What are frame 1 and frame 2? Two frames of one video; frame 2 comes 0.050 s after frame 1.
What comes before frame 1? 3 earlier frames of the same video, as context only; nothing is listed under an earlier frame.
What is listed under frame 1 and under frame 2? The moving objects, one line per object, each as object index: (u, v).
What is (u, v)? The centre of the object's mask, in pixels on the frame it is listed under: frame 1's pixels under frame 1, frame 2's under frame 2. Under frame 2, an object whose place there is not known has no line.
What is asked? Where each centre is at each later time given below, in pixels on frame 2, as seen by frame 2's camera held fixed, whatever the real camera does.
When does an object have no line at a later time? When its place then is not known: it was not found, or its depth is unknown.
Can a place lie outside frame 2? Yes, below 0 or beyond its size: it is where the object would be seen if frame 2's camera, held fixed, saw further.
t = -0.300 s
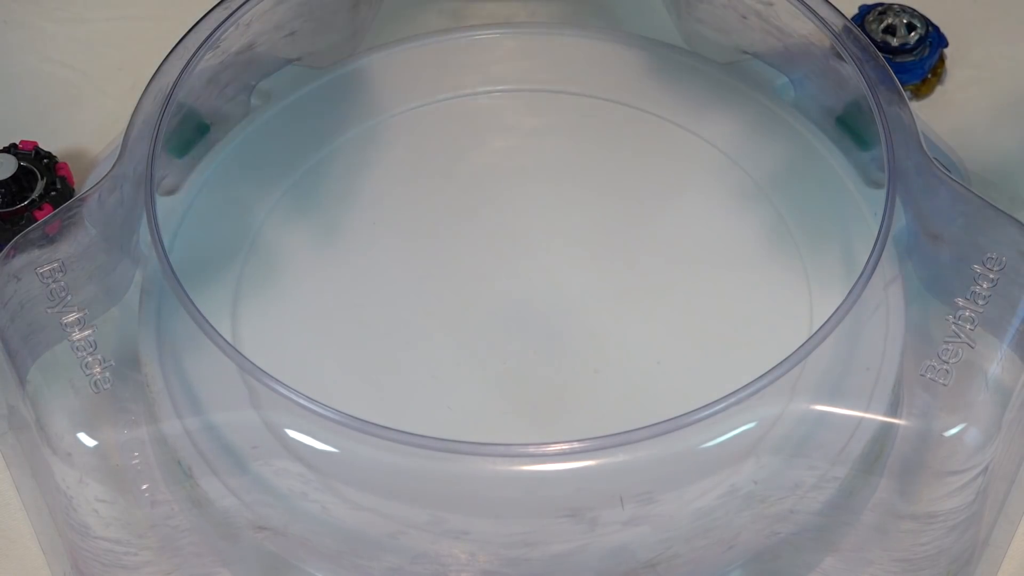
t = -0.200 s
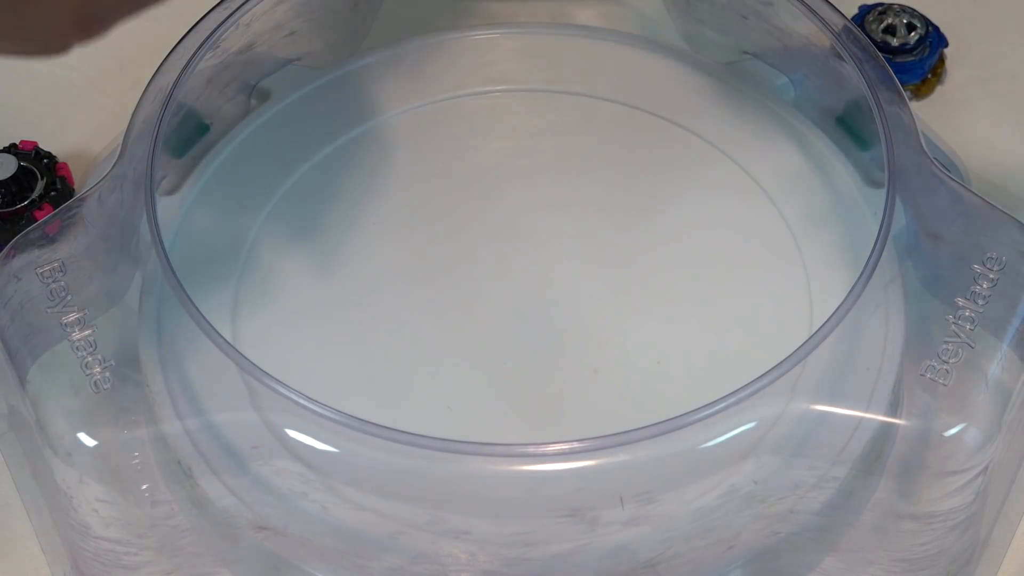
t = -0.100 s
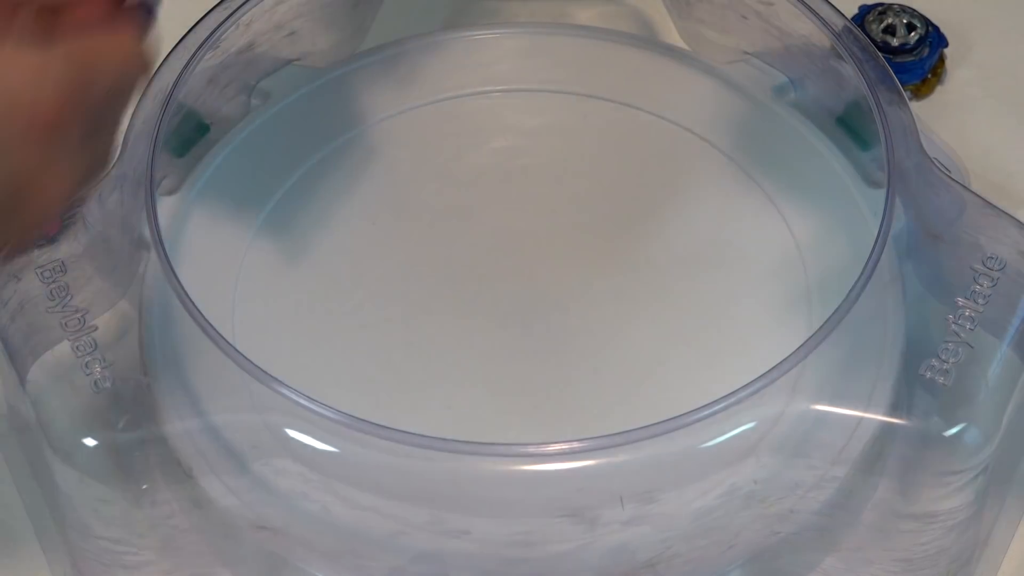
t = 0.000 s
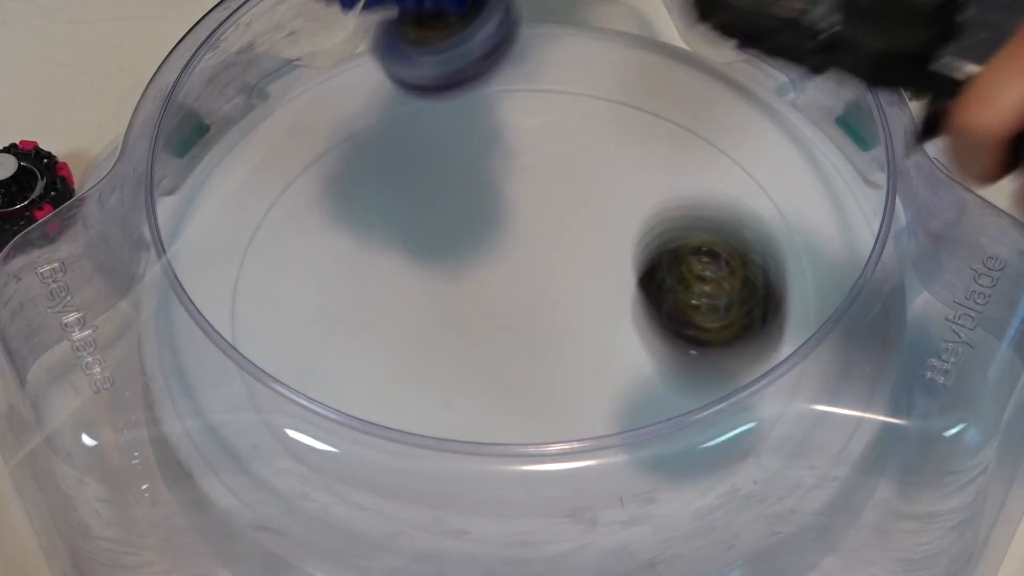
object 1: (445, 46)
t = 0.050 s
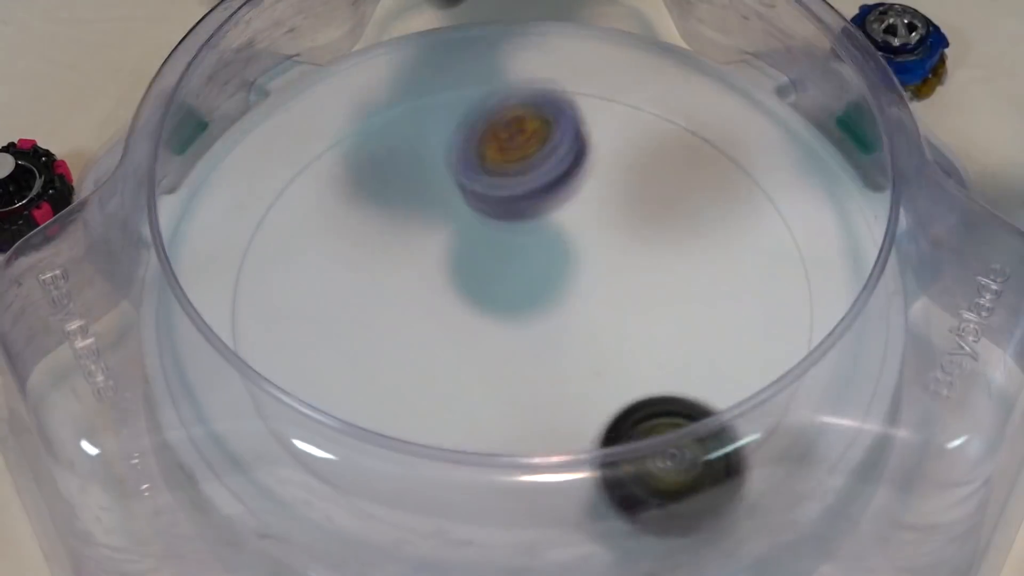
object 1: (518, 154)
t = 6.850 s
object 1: (688, 115)
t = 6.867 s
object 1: (699, 117)
